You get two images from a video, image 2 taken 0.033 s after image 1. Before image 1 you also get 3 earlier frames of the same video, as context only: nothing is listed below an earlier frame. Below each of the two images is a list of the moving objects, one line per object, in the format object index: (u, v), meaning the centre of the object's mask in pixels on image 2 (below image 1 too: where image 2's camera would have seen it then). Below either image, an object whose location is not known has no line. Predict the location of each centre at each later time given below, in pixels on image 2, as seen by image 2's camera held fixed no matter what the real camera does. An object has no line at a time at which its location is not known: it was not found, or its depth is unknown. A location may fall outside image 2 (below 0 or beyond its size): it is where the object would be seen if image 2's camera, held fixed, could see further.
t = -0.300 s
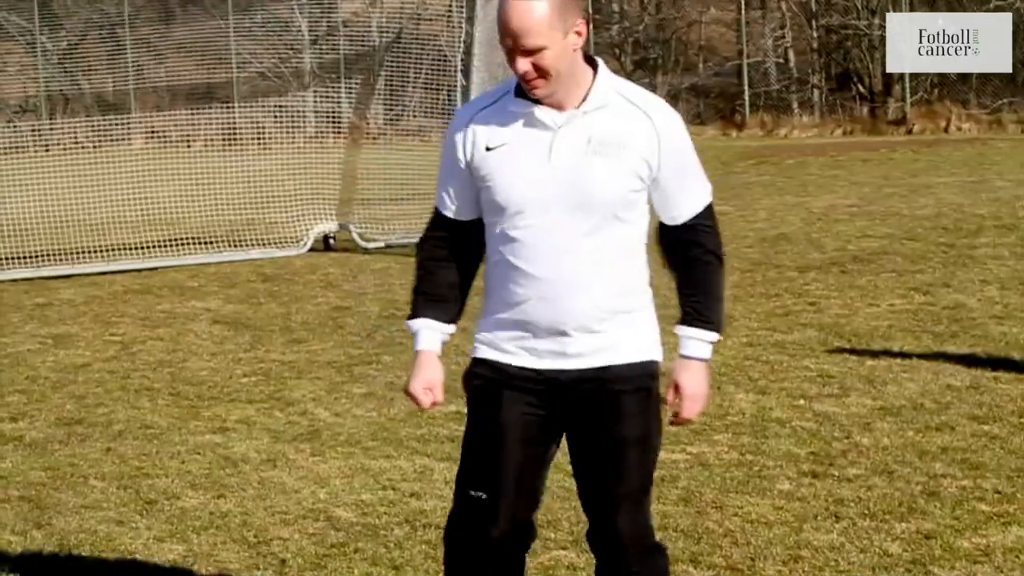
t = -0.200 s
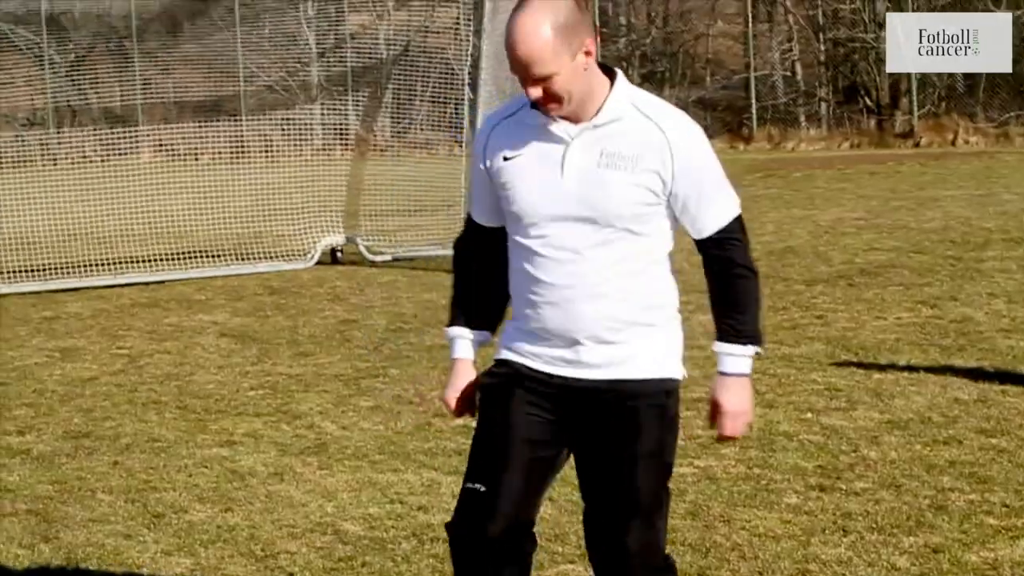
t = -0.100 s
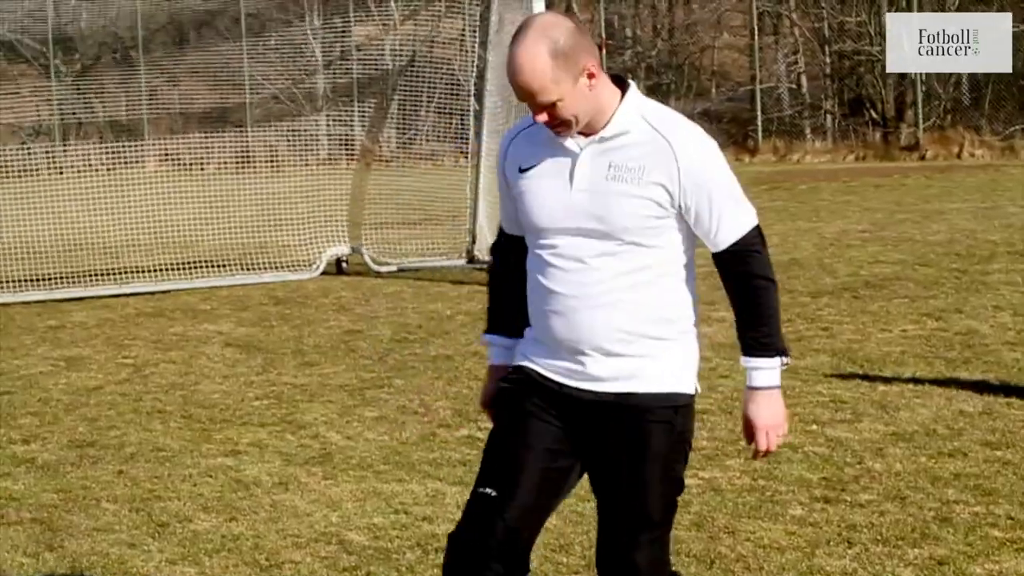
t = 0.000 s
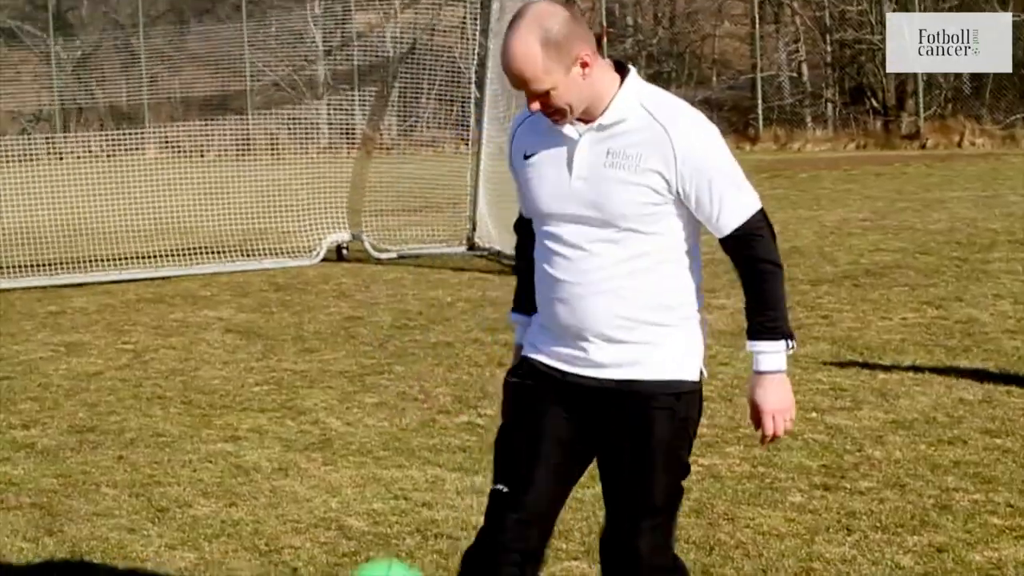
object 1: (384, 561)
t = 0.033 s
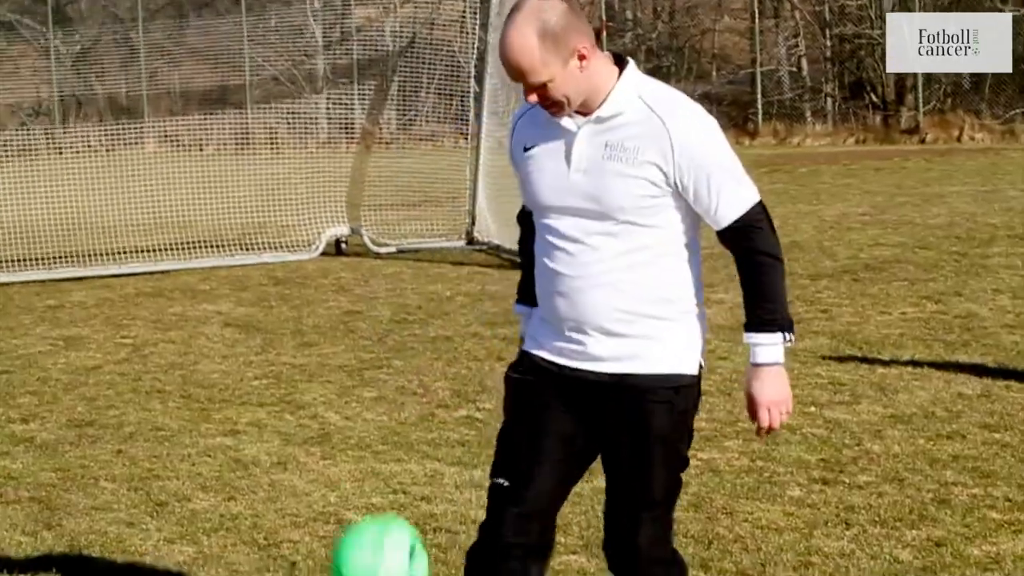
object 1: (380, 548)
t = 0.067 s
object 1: (374, 530)
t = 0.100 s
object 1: (367, 502)
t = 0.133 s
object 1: (361, 476)
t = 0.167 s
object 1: (358, 452)
